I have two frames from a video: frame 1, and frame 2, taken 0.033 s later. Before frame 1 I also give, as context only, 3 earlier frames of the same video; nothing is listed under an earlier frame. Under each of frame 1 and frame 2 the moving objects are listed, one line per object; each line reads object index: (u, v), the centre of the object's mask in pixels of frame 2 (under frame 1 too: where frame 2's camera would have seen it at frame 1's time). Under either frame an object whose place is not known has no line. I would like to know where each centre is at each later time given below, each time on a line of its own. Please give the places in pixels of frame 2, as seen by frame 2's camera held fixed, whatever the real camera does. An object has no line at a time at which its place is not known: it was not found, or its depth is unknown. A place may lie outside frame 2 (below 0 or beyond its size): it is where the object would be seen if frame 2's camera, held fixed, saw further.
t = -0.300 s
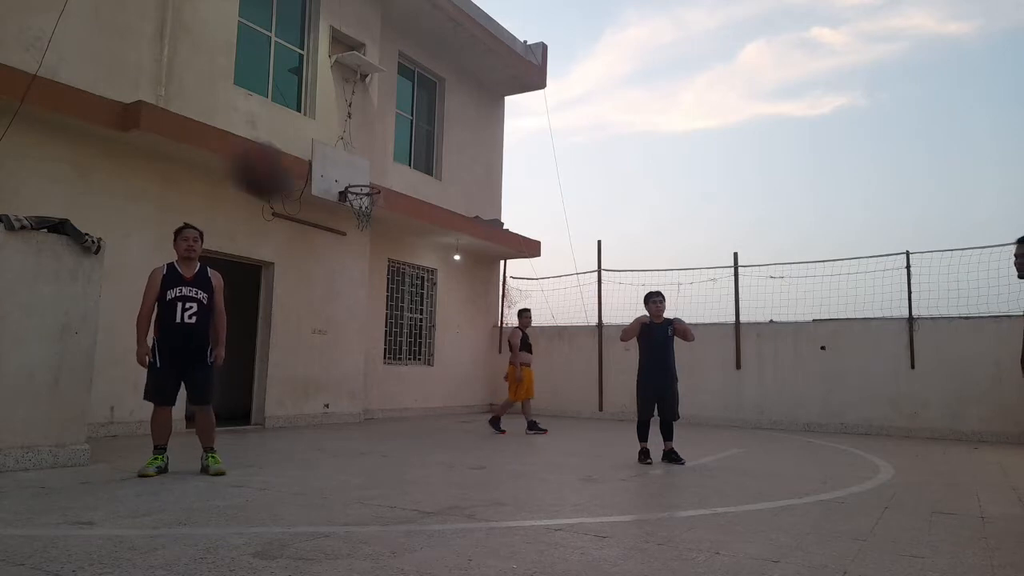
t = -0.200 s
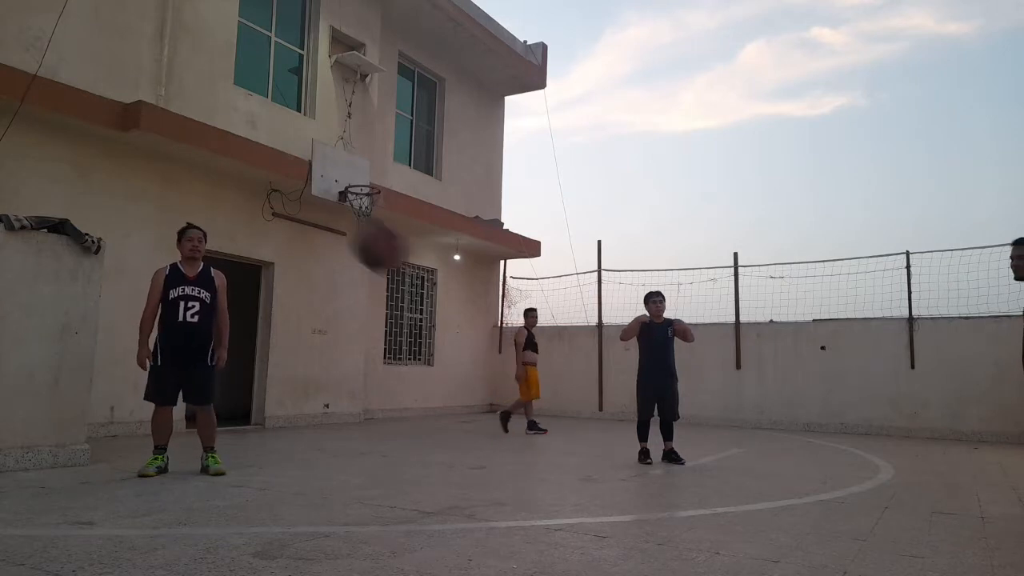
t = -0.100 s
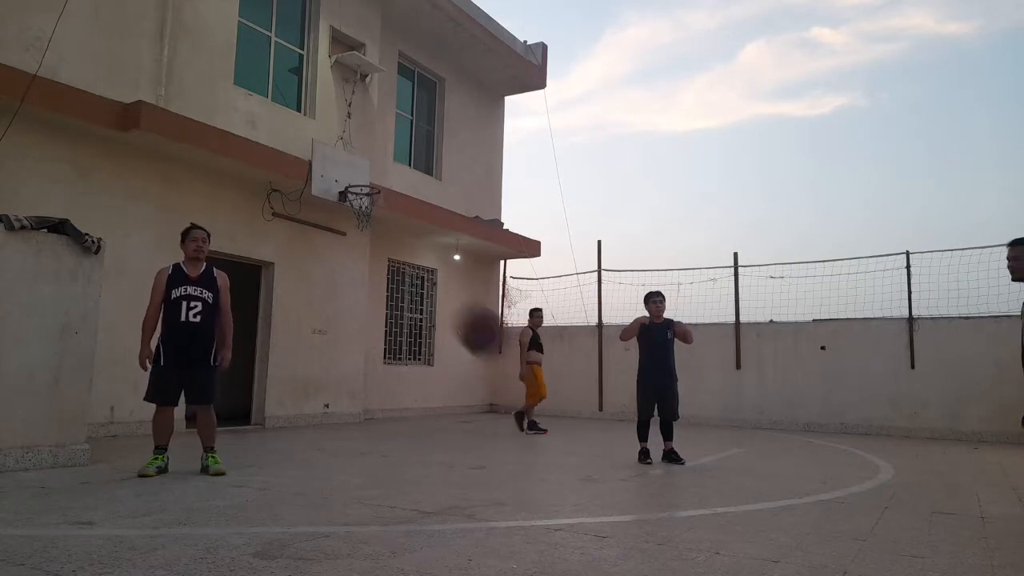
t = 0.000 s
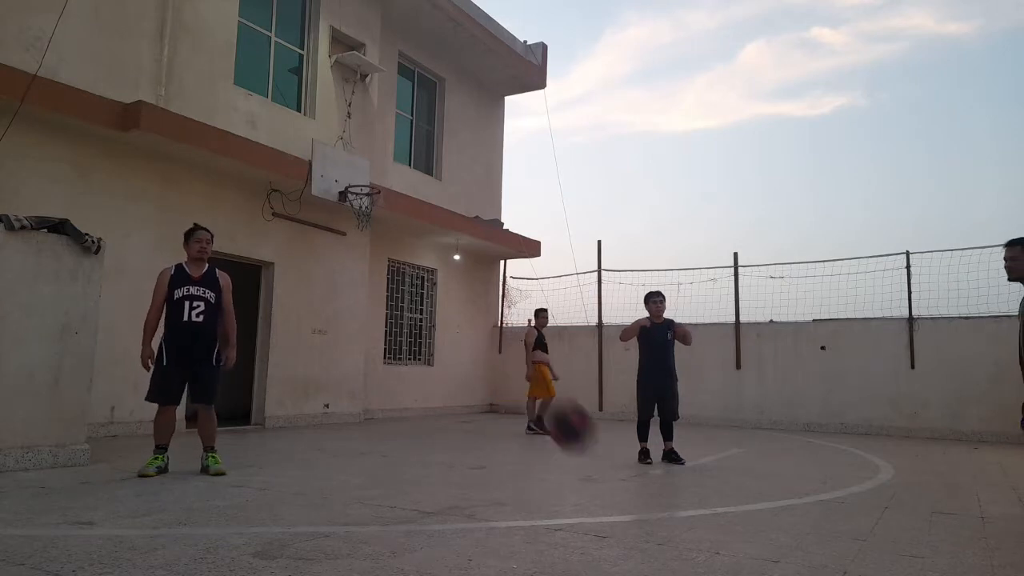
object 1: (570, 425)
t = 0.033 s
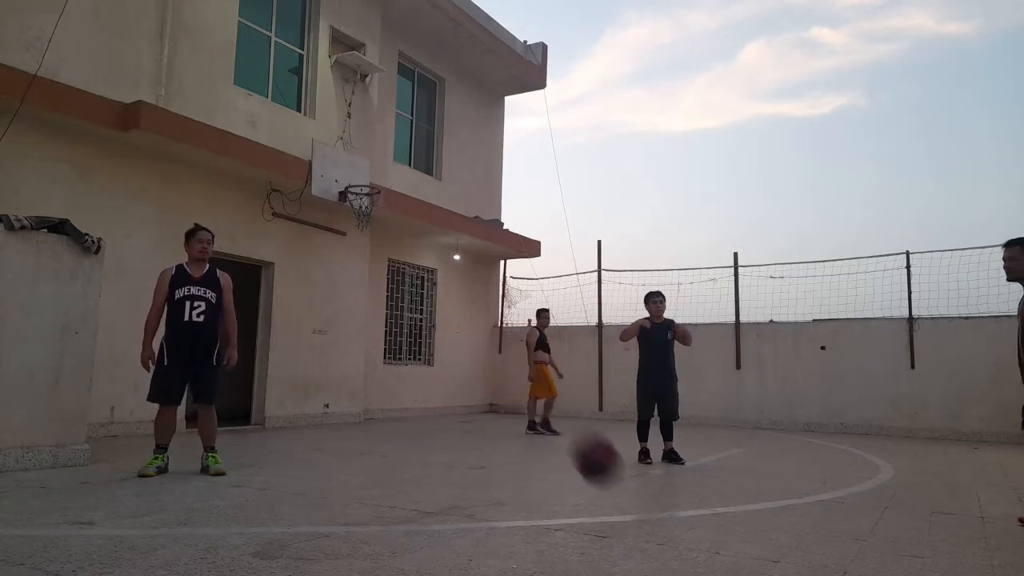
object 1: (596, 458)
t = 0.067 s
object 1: (623, 494)
